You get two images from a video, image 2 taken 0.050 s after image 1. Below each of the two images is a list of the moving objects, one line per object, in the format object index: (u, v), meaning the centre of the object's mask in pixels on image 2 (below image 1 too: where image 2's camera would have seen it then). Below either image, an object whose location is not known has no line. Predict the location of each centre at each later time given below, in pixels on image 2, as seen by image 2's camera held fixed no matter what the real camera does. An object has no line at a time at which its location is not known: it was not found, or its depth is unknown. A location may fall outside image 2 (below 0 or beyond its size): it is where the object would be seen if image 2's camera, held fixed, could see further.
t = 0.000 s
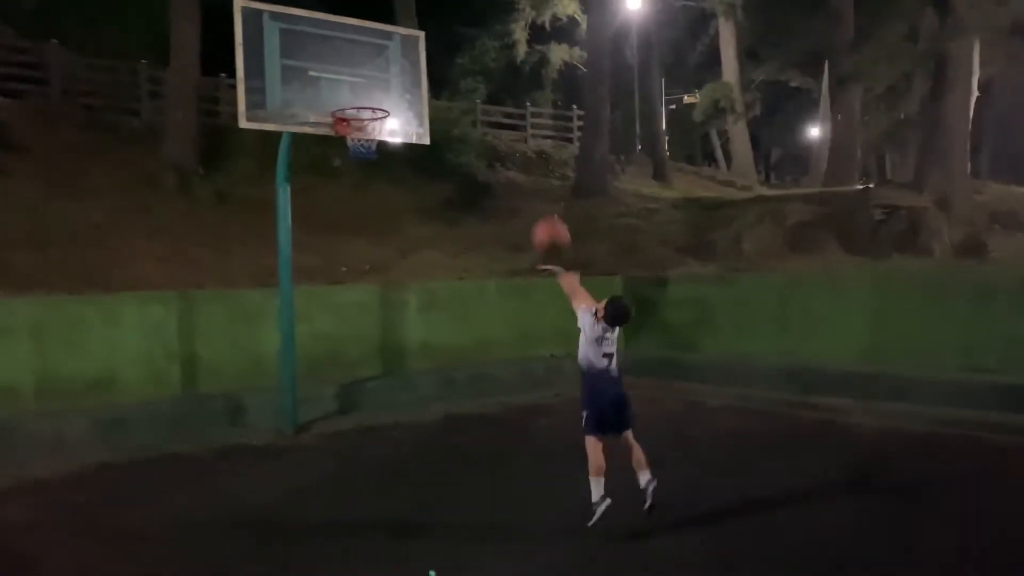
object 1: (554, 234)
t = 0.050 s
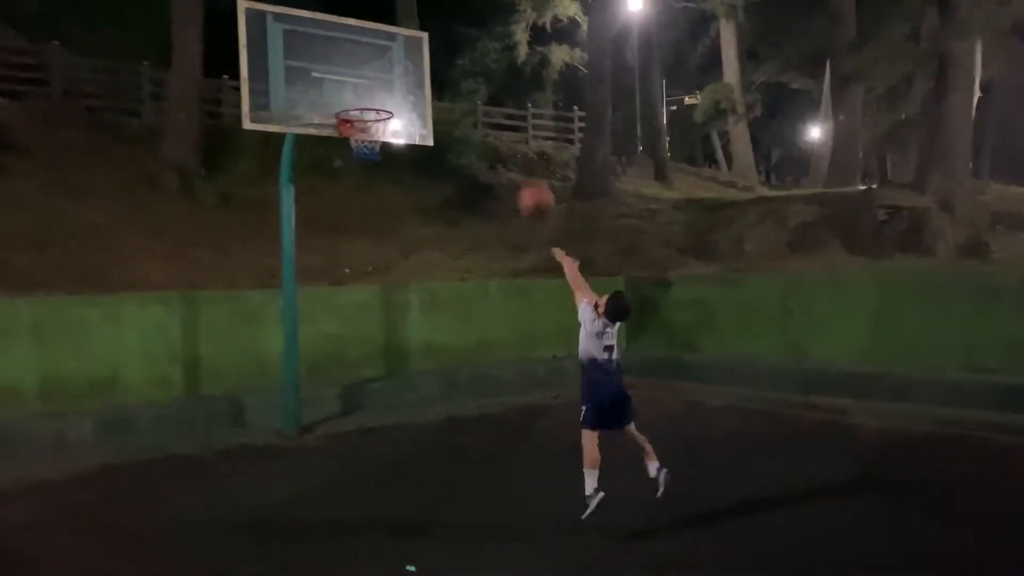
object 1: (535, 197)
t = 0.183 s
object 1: (485, 119)
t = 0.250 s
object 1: (465, 96)
